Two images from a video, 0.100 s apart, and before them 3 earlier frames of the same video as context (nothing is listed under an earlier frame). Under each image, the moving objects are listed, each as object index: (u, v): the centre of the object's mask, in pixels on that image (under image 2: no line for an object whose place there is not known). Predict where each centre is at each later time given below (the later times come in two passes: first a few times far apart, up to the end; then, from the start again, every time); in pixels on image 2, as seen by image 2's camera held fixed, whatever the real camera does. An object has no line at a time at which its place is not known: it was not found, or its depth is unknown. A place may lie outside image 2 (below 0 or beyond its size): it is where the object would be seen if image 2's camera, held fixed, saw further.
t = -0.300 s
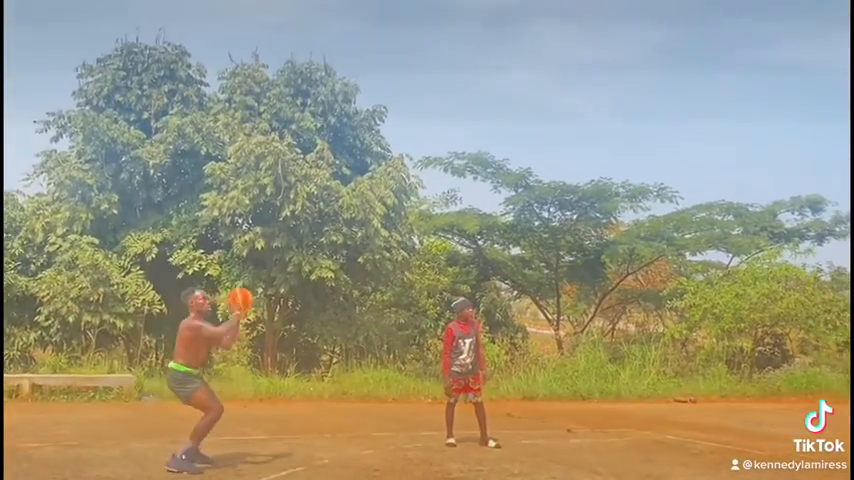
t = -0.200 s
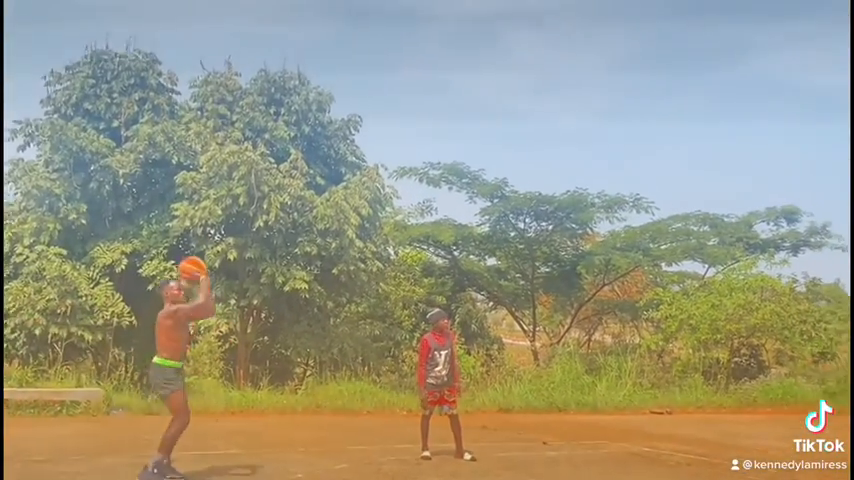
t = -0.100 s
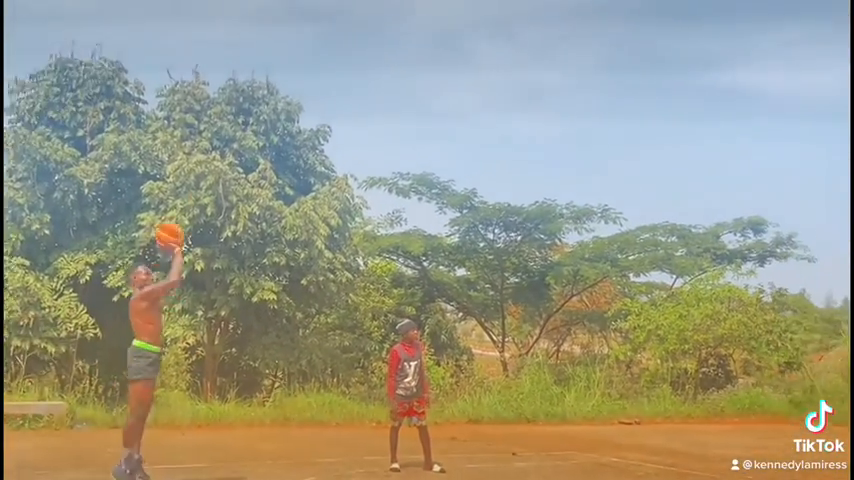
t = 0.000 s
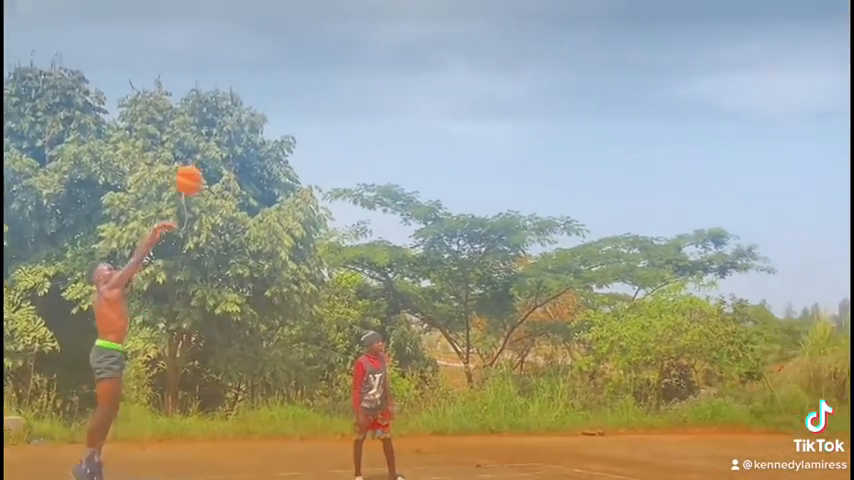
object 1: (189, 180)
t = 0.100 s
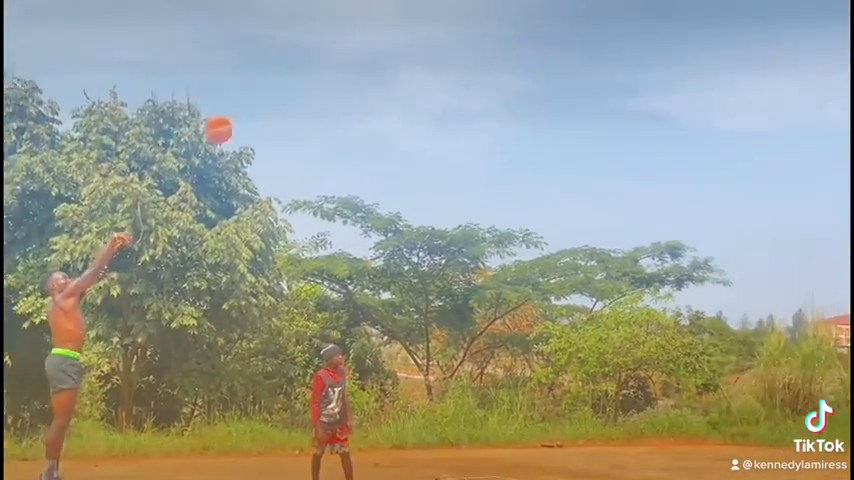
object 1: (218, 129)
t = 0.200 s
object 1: (291, 78)
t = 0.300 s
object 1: (365, 39)
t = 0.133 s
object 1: (243, 111)
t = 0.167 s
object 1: (267, 94)
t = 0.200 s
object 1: (291, 78)
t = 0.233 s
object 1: (316, 64)
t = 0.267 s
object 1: (340, 51)
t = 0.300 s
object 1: (365, 39)
